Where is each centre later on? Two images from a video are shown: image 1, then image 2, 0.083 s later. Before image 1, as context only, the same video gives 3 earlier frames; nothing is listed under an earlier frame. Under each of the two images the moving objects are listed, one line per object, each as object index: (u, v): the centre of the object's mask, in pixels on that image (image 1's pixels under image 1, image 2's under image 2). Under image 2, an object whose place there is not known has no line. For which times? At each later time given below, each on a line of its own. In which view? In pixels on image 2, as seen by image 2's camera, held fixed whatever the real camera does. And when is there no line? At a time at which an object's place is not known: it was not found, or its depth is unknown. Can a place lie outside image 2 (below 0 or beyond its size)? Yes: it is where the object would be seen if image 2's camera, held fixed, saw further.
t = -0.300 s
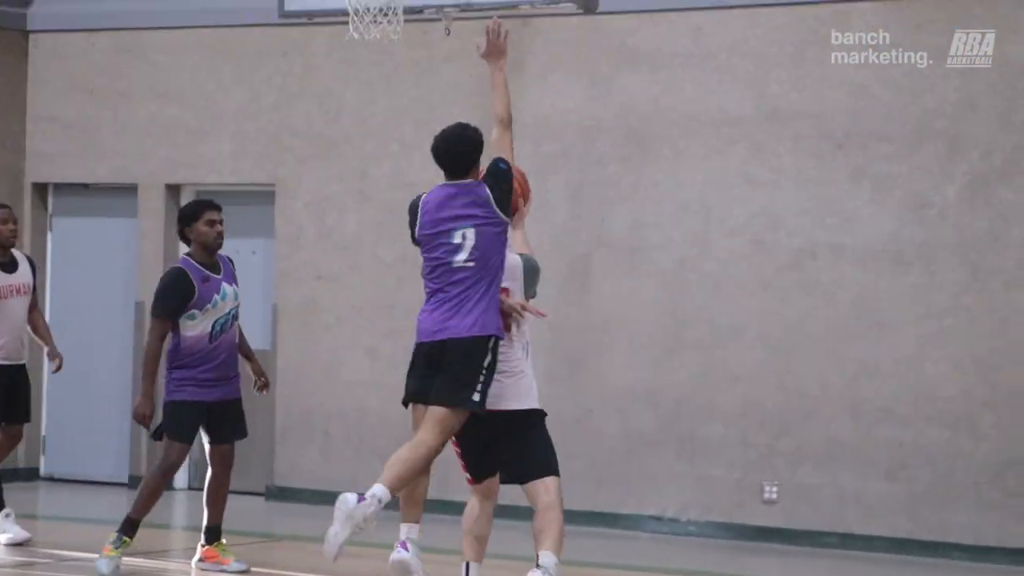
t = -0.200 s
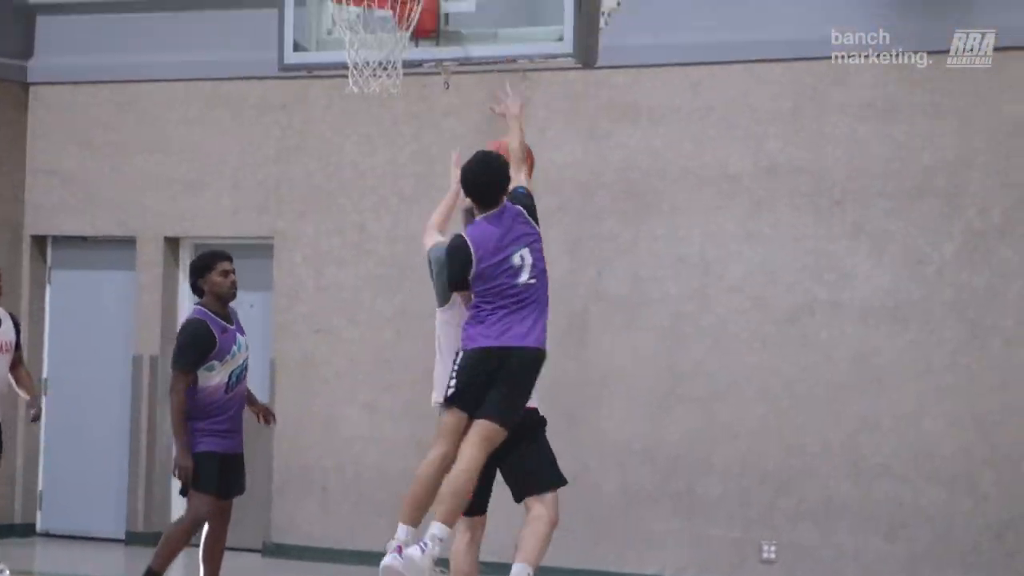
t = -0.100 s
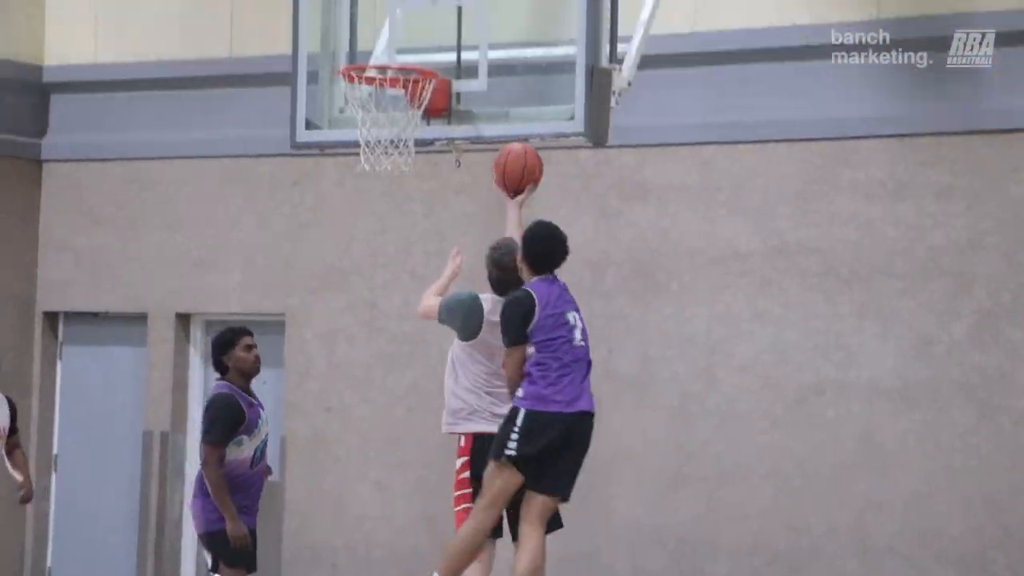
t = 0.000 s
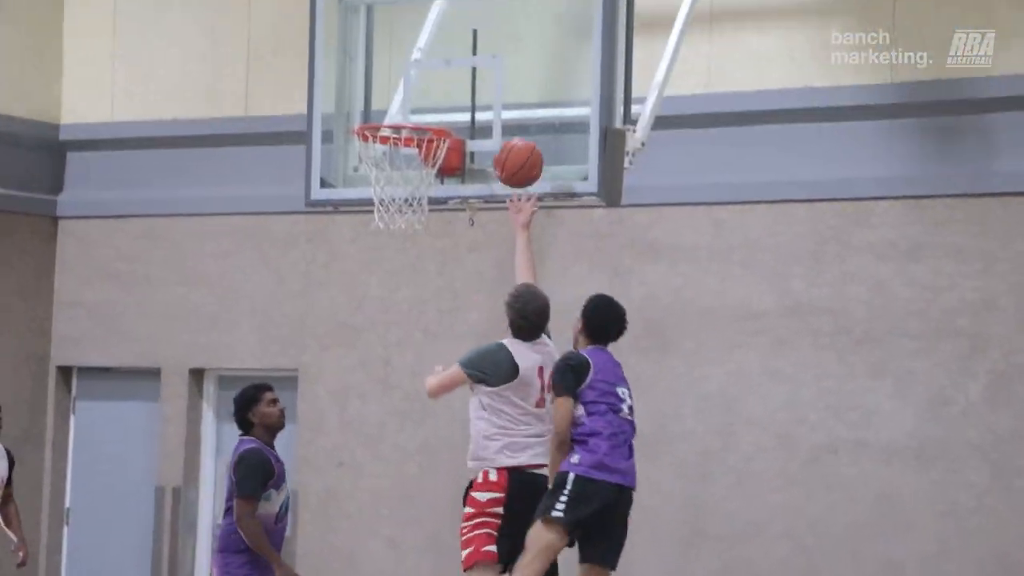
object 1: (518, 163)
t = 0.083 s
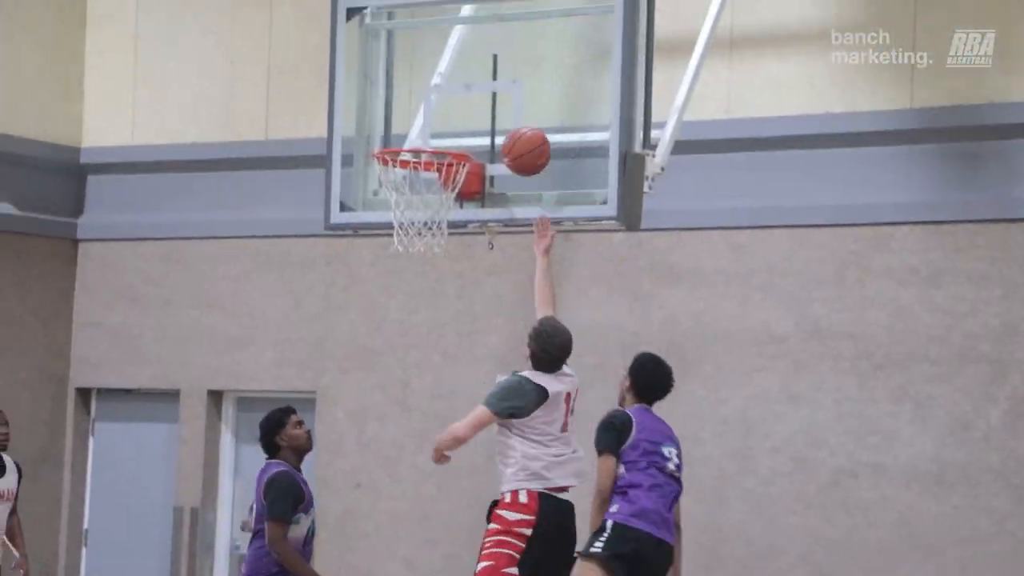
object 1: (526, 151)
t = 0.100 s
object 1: (523, 145)
